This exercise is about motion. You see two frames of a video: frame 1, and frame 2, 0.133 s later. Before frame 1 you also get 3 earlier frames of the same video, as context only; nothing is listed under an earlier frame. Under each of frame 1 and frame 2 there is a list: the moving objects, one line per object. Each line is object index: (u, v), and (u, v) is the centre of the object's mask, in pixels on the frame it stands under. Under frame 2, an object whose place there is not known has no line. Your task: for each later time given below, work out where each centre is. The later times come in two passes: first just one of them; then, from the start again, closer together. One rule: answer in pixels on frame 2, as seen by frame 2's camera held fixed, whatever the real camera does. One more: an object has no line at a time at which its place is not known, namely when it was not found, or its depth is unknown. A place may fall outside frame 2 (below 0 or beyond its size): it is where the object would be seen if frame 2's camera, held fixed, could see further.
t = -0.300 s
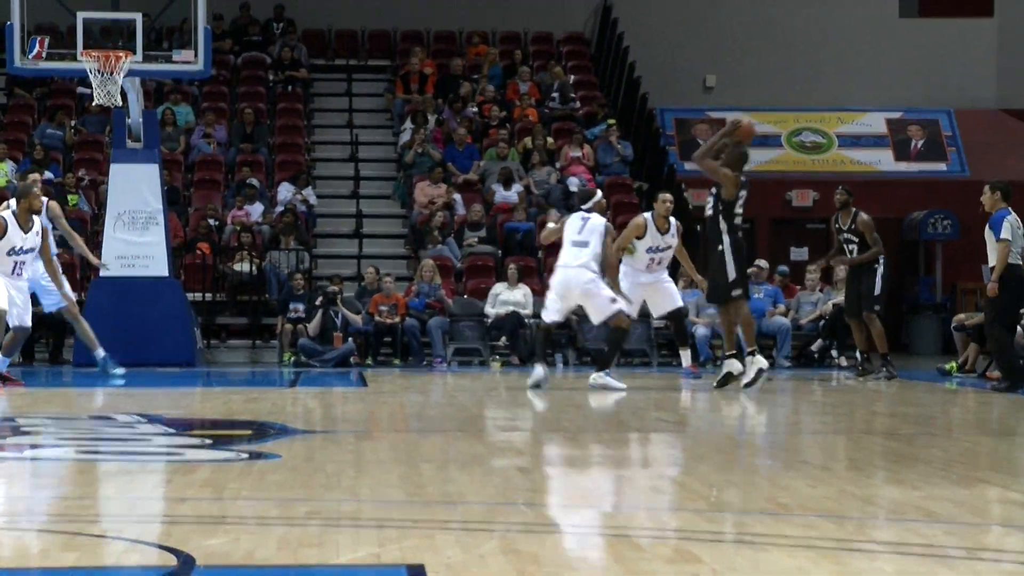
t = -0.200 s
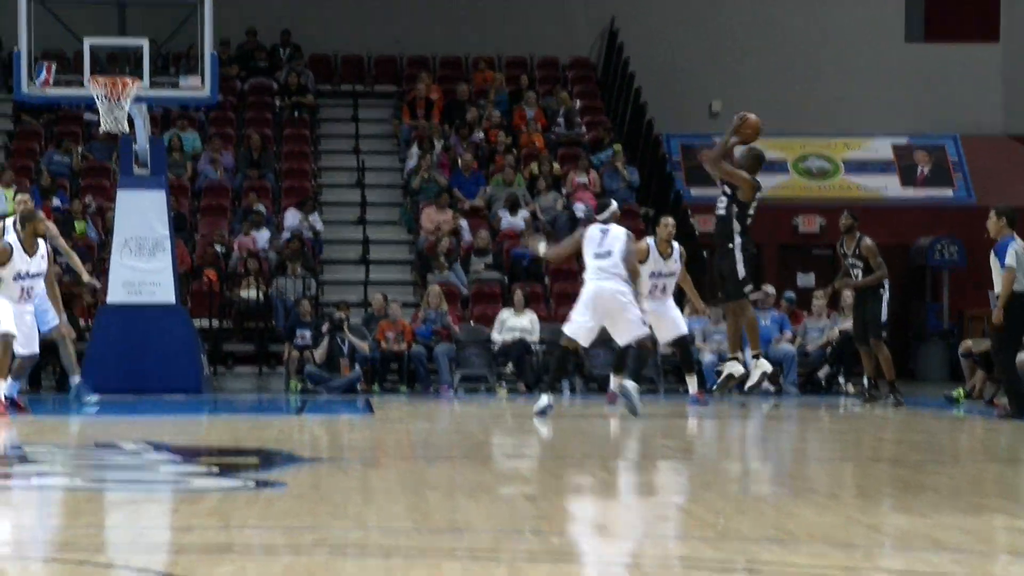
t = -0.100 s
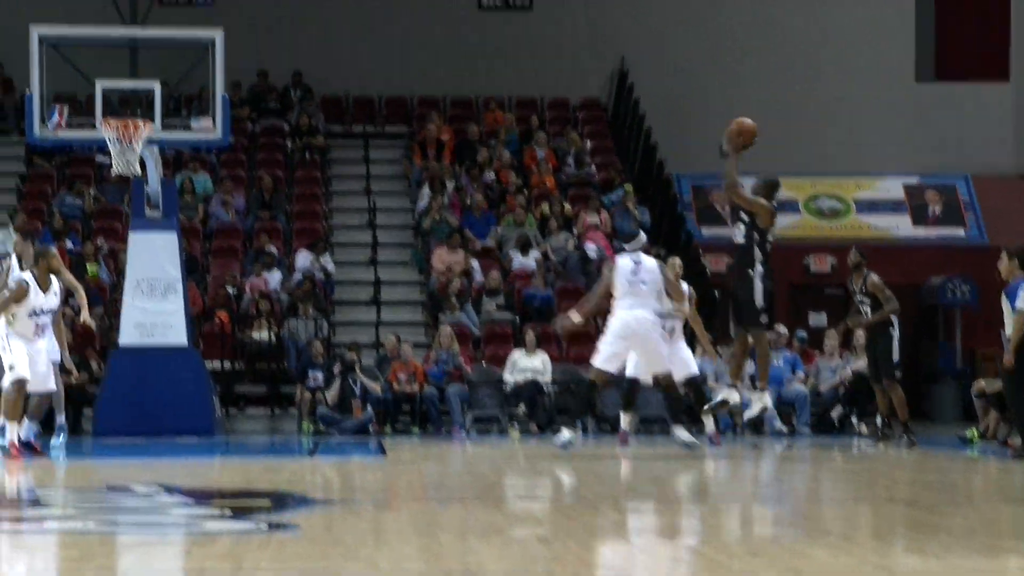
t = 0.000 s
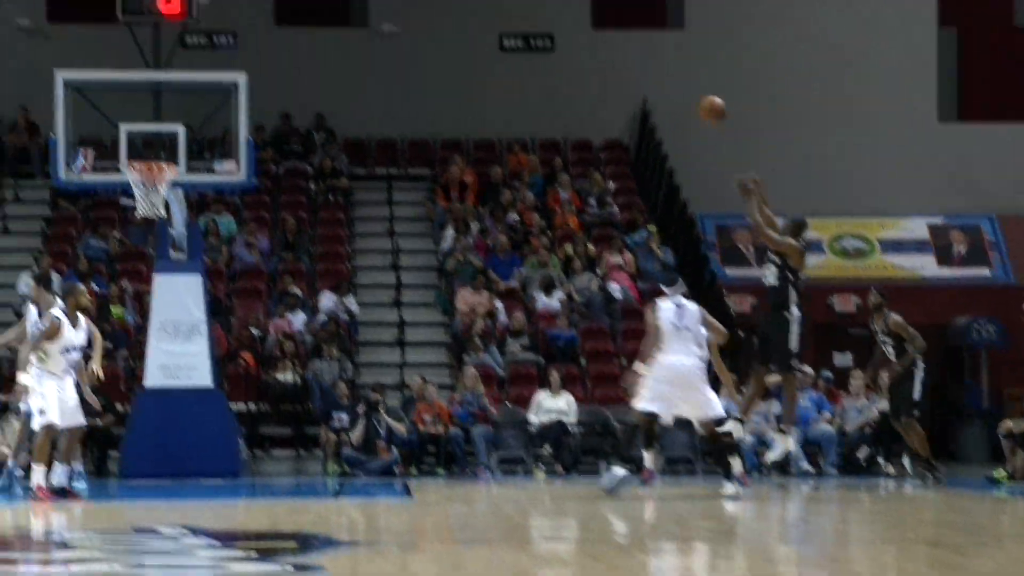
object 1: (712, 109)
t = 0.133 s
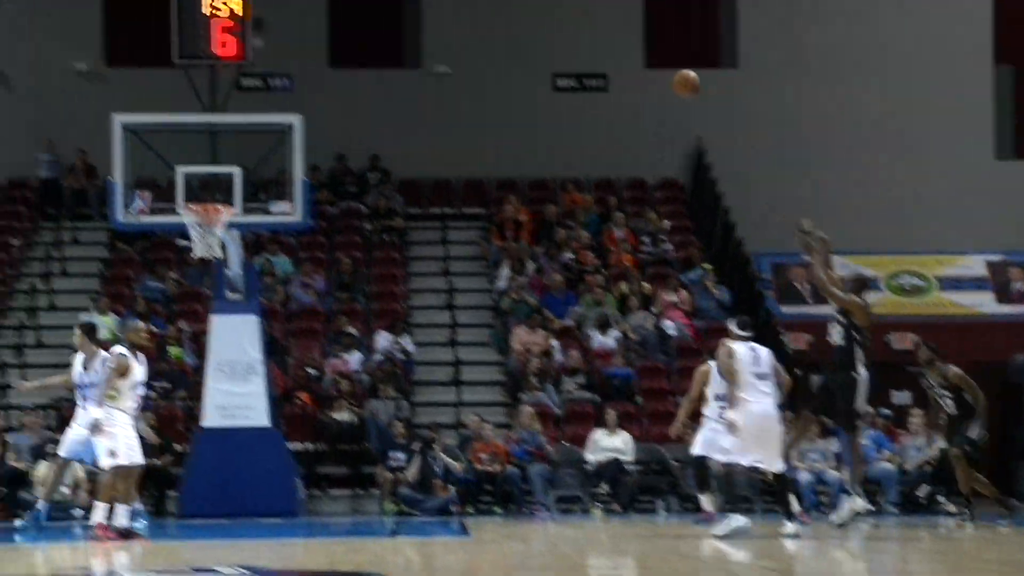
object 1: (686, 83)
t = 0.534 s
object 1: (473, 17)
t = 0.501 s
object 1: (490, 16)
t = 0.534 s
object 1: (473, 17)
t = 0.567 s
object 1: (456, 19)
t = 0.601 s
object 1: (440, 23)
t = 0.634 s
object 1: (423, 27)
